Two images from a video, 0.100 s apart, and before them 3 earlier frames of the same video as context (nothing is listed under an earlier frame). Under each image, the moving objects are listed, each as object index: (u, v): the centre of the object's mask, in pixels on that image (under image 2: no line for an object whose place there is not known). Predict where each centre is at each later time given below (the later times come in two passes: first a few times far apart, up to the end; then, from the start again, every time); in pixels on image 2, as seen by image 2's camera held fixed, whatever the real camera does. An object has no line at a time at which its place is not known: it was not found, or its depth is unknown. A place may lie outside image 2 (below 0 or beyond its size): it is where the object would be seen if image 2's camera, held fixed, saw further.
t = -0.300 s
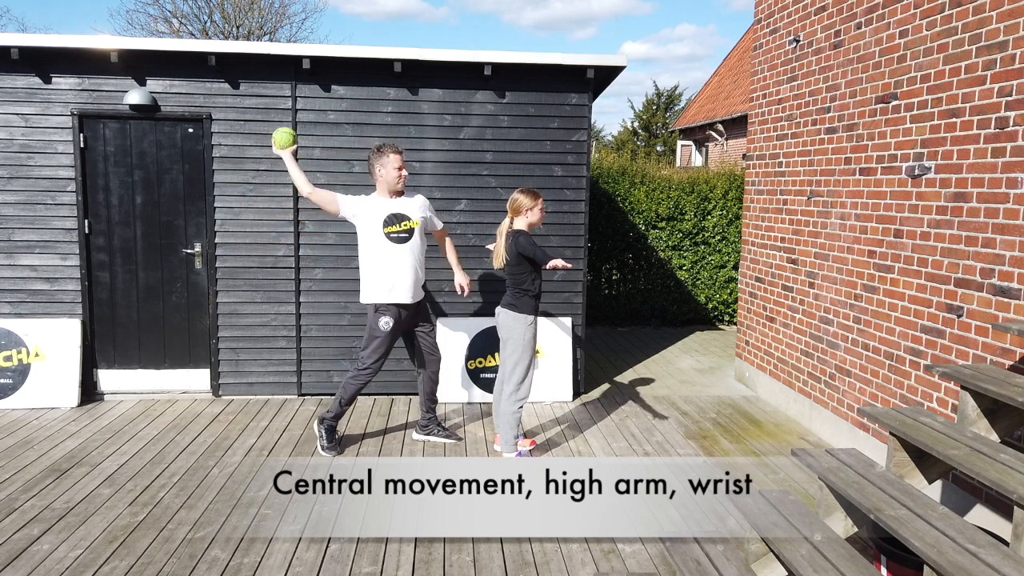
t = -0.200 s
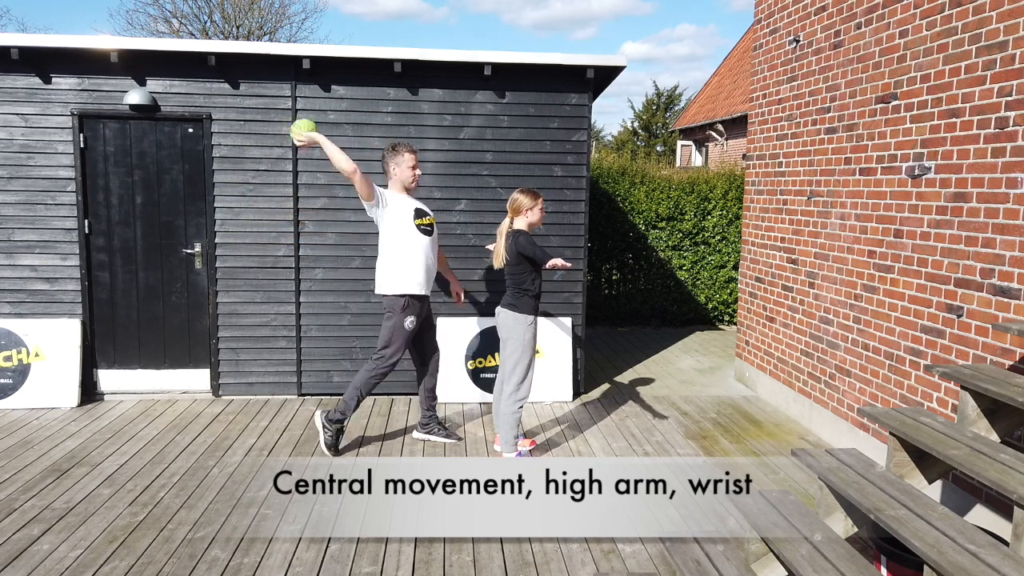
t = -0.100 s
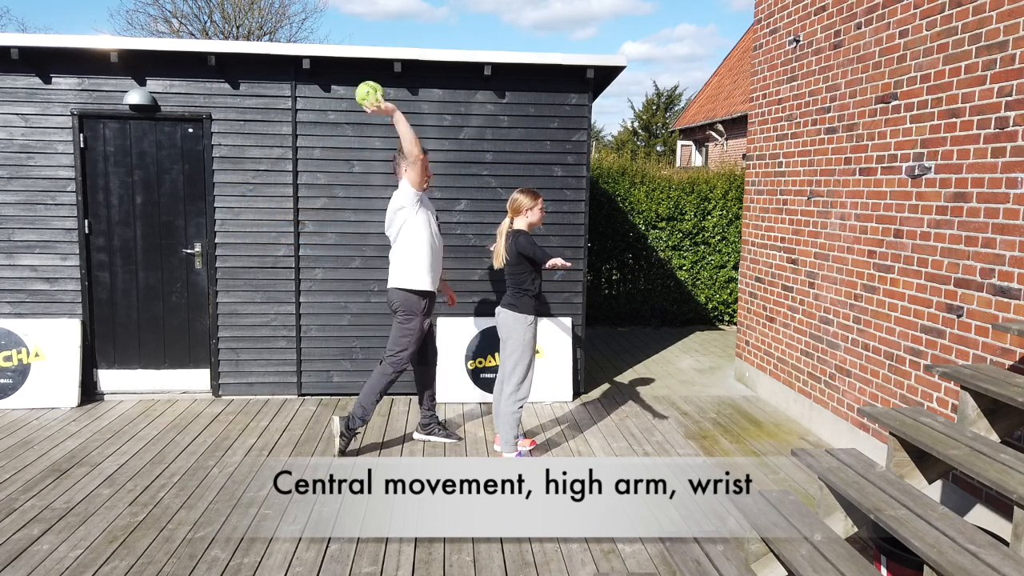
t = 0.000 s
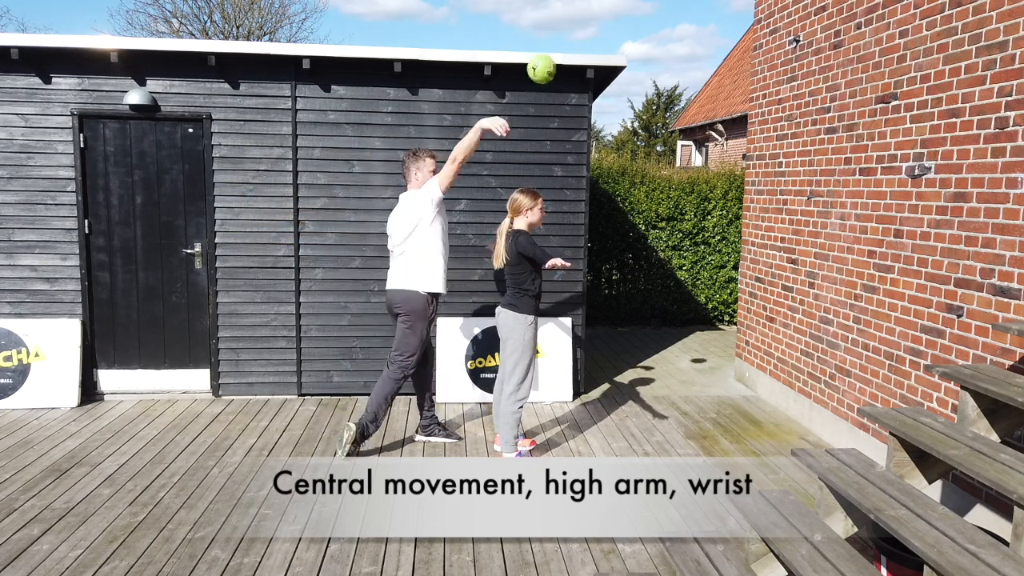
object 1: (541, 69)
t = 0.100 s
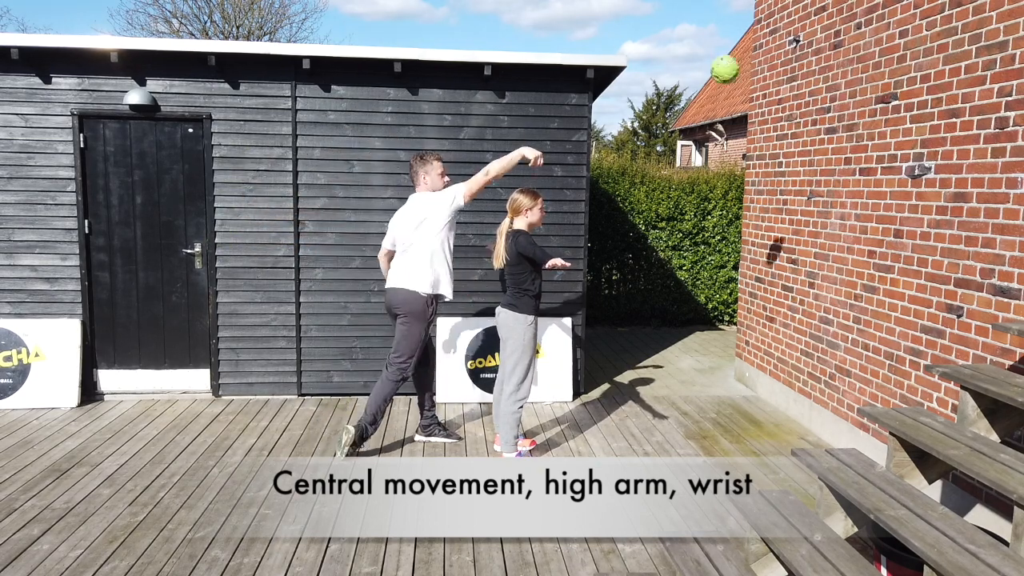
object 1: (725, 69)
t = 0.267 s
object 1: (830, 101)
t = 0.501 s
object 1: (656, 220)
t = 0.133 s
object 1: (784, 73)
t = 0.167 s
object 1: (841, 79)
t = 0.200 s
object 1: (877, 86)
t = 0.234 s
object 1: (853, 92)
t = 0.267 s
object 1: (830, 101)
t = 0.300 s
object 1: (805, 112)
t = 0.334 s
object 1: (781, 125)
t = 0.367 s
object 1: (756, 140)
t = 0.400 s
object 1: (731, 156)
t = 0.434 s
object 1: (706, 176)
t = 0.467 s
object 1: (681, 197)
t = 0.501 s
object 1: (656, 220)
